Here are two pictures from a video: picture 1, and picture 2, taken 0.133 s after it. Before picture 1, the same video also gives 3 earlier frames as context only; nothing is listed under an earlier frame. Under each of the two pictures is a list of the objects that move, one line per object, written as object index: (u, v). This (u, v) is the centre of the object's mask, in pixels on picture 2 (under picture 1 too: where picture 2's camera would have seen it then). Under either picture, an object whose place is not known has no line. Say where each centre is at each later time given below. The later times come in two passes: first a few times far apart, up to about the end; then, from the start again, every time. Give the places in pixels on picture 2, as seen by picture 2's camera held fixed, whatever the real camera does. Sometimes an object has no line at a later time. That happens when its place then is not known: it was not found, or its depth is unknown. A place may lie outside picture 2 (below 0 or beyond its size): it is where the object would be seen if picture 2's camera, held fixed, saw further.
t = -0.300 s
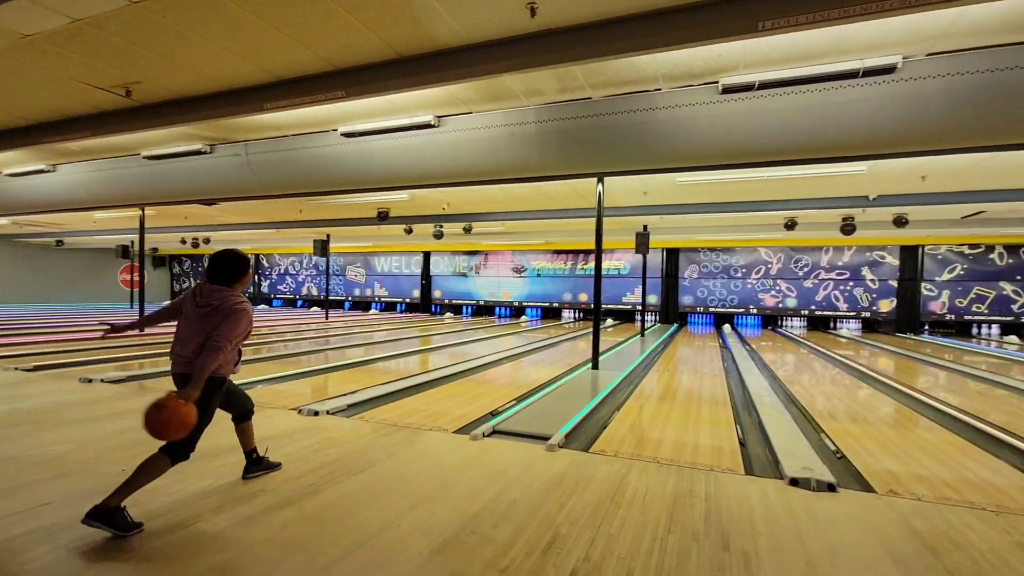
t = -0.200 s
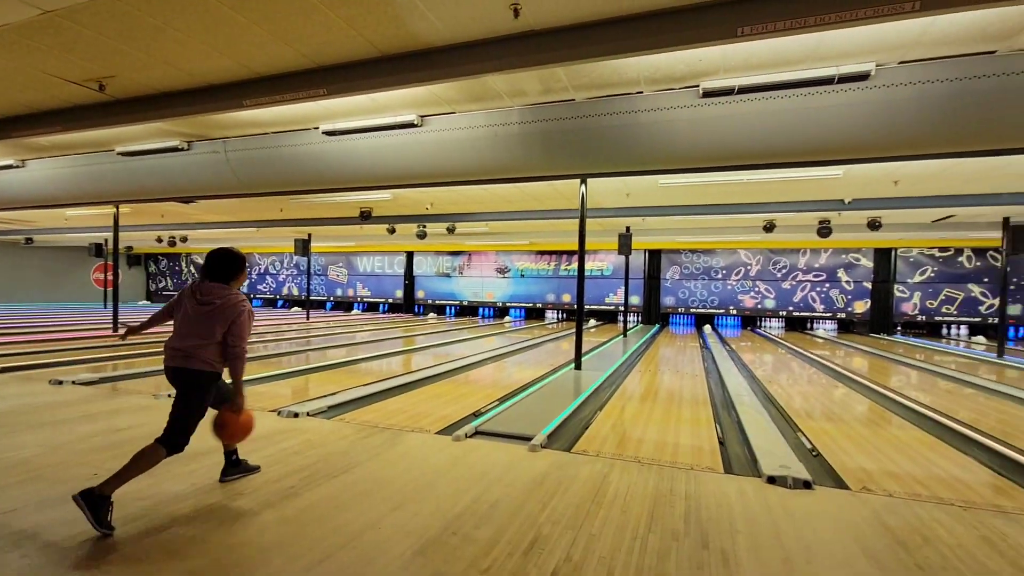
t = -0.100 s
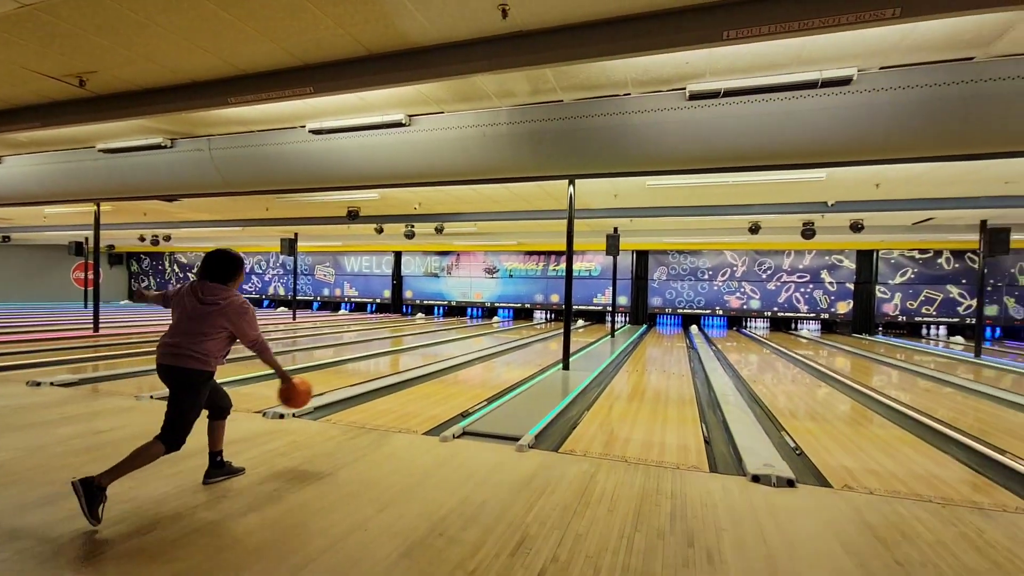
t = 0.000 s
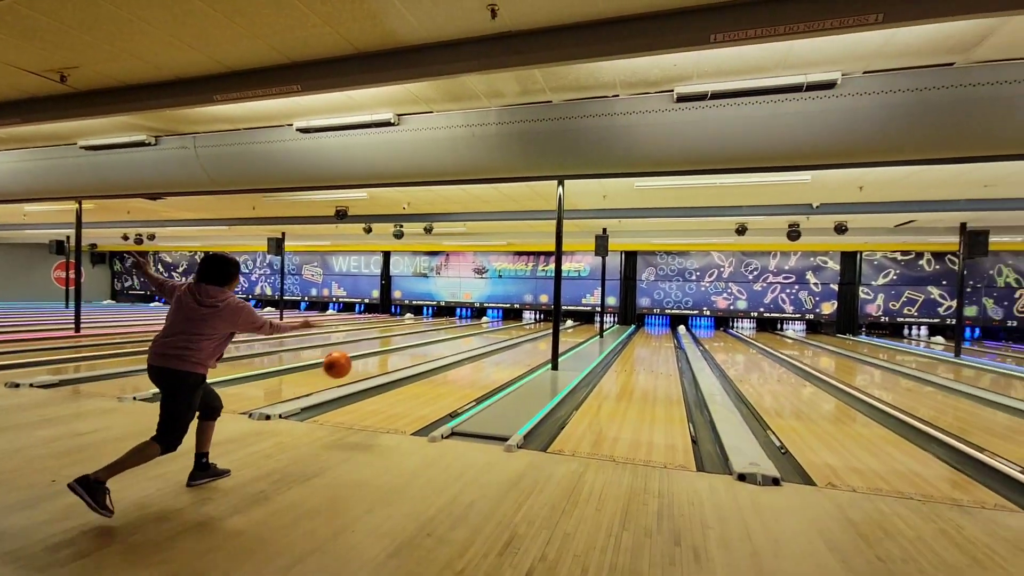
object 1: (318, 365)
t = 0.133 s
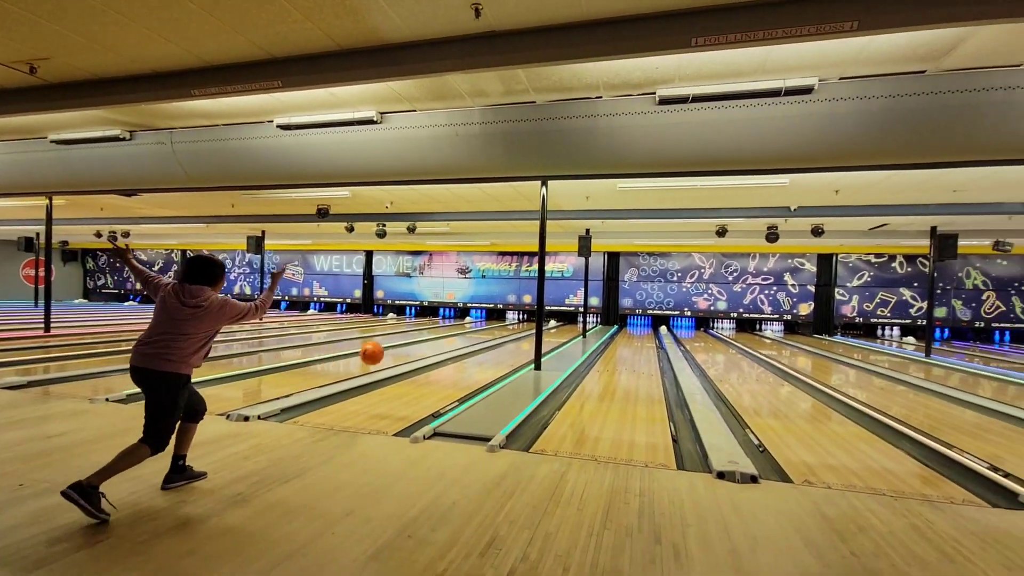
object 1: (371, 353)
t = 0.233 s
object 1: (402, 358)
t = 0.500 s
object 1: (456, 369)
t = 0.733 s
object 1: (486, 362)
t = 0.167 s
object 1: (382, 354)
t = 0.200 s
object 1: (392, 355)
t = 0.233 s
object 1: (402, 358)
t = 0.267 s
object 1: (410, 361)
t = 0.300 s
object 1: (418, 366)
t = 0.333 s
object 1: (425, 370)
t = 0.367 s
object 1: (432, 376)
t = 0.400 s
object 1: (438, 381)
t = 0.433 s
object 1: (444, 376)
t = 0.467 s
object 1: (450, 372)
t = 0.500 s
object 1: (456, 369)
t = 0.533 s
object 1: (461, 368)
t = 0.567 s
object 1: (465, 367)
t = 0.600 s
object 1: (470, 367)
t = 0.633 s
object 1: (475, 366)
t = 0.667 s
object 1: (478, 365)
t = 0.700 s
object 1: (482, 363)
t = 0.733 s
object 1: (486, 362)
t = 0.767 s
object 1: (490, 361)
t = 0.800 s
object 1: (493, 359)
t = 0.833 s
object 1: (497, 358)
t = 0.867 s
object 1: (499, 356)
